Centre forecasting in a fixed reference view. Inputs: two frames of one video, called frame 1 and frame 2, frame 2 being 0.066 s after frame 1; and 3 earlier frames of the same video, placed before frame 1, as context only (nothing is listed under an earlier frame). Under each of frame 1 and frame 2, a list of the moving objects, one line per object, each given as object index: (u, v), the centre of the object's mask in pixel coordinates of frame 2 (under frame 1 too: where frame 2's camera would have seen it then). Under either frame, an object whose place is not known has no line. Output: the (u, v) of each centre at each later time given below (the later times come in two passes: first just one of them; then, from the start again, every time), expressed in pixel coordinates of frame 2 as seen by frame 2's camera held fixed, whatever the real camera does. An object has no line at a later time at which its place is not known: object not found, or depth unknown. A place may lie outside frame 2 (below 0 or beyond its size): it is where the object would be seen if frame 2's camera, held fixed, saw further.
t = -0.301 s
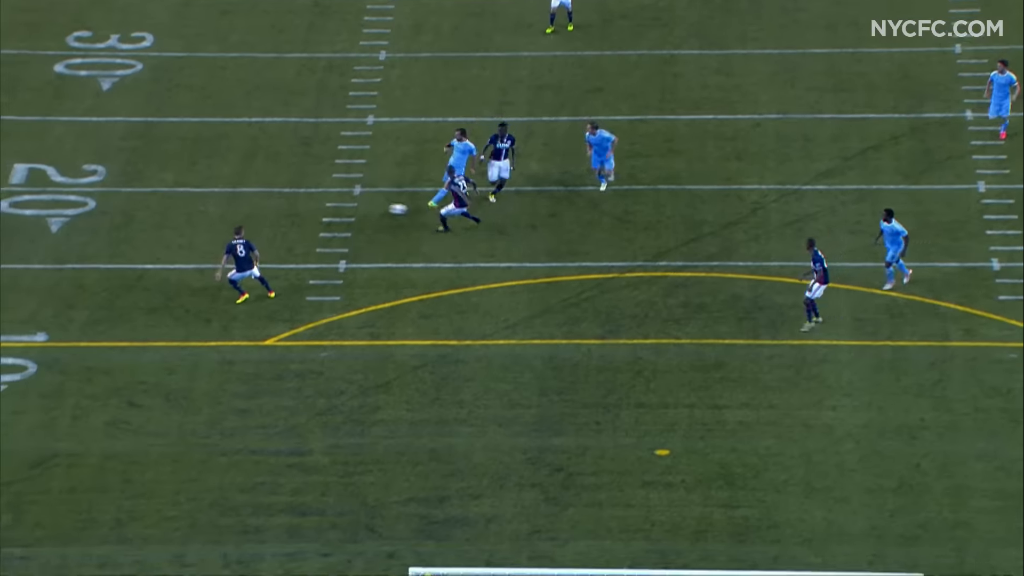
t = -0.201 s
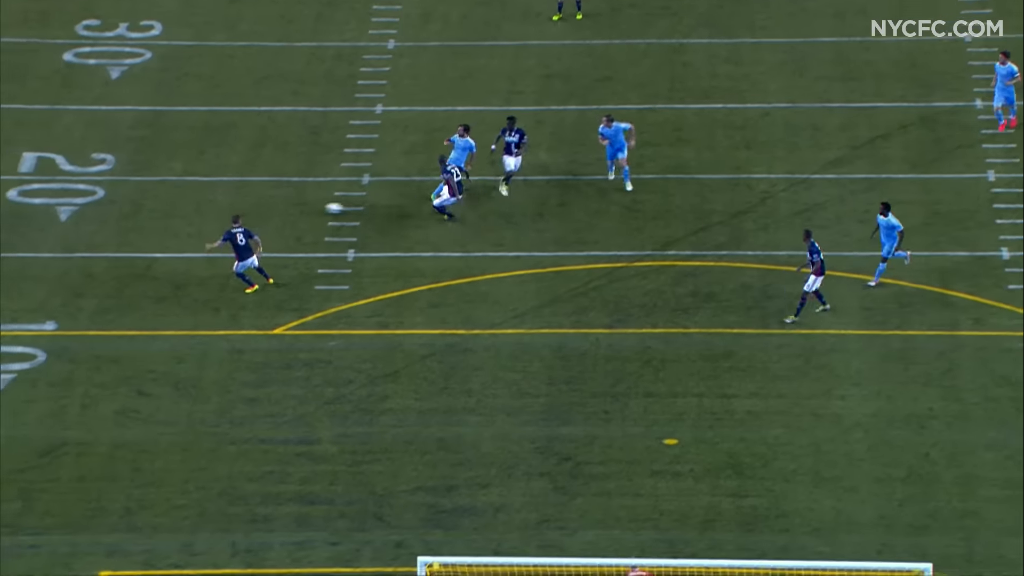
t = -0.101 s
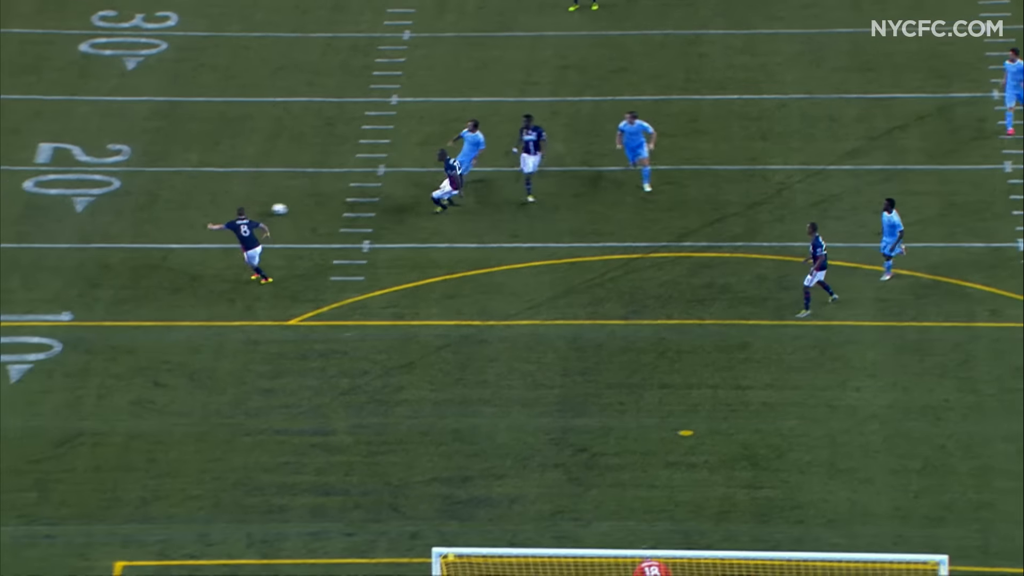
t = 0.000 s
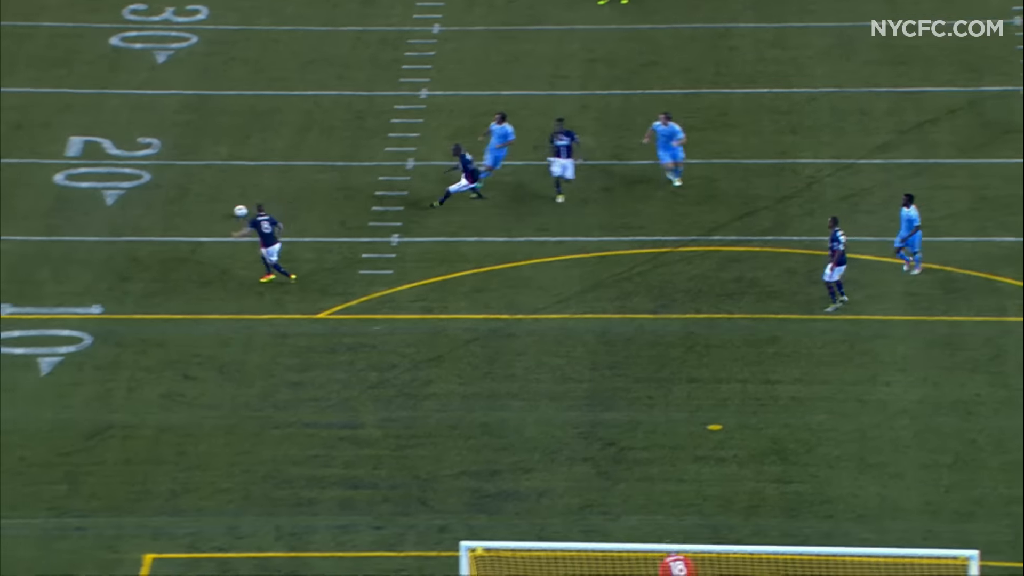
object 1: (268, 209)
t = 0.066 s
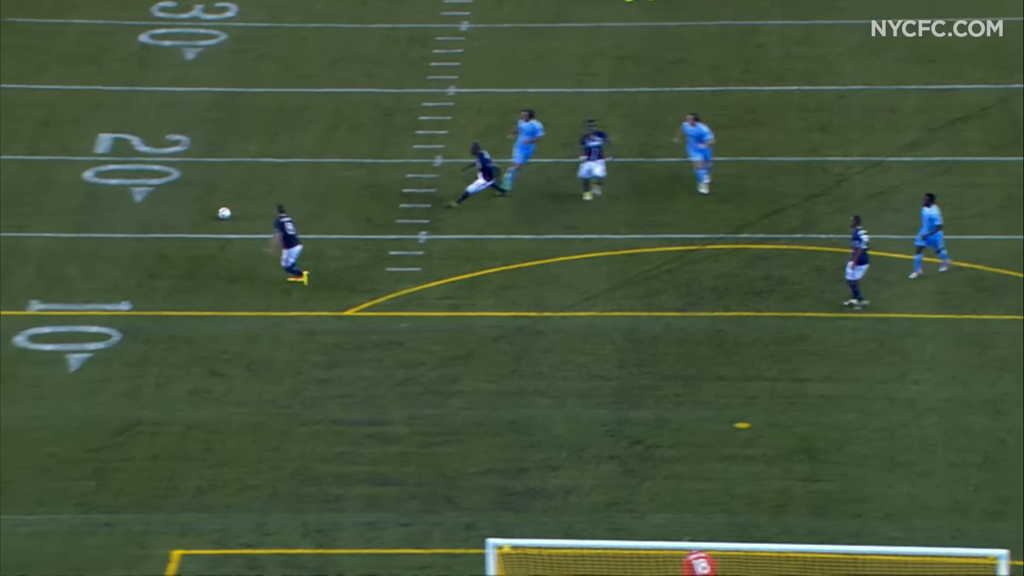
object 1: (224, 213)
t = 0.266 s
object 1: (97, 227)
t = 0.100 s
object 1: (202, 216)
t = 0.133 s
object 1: (180, 218)
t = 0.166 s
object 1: (160, 220)
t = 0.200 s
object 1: (140, 222)
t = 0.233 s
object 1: (118, 225)
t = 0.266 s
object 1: (97, 227)
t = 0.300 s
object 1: (76, 229)
